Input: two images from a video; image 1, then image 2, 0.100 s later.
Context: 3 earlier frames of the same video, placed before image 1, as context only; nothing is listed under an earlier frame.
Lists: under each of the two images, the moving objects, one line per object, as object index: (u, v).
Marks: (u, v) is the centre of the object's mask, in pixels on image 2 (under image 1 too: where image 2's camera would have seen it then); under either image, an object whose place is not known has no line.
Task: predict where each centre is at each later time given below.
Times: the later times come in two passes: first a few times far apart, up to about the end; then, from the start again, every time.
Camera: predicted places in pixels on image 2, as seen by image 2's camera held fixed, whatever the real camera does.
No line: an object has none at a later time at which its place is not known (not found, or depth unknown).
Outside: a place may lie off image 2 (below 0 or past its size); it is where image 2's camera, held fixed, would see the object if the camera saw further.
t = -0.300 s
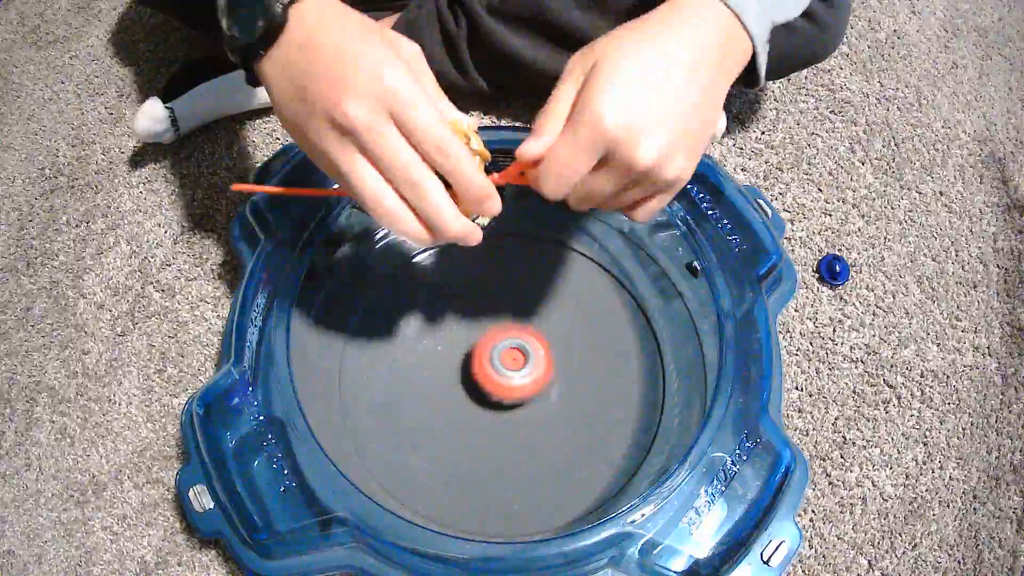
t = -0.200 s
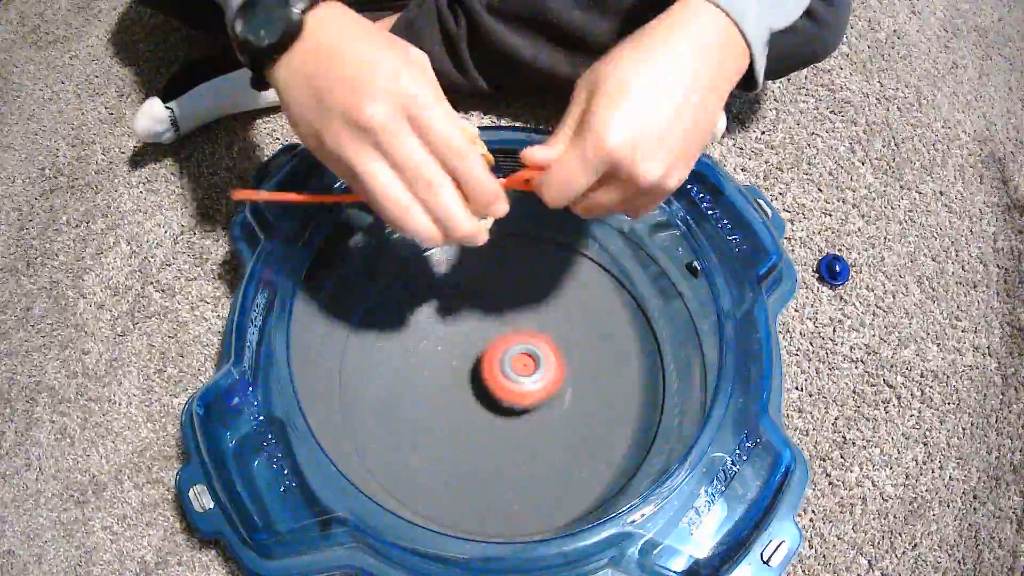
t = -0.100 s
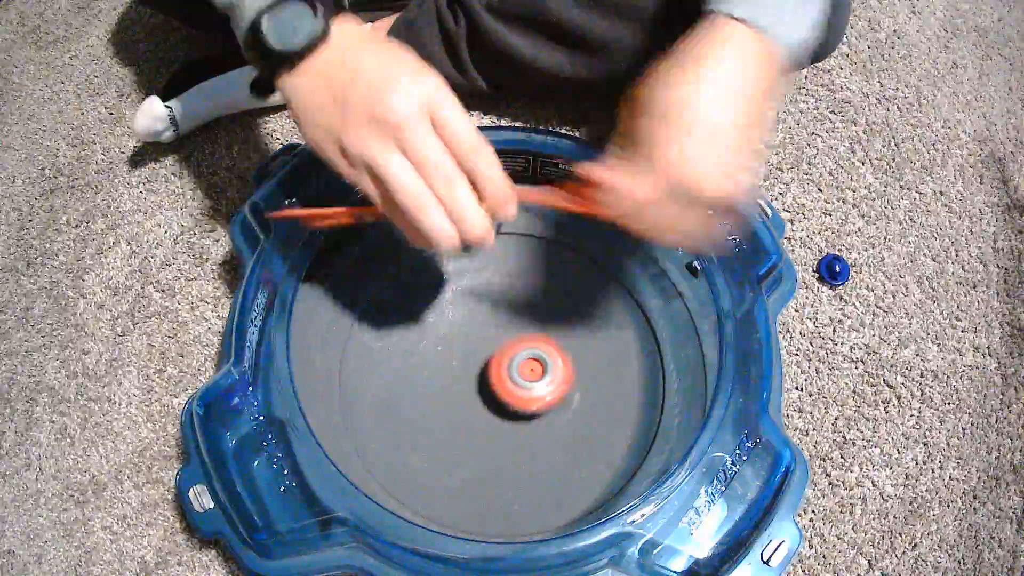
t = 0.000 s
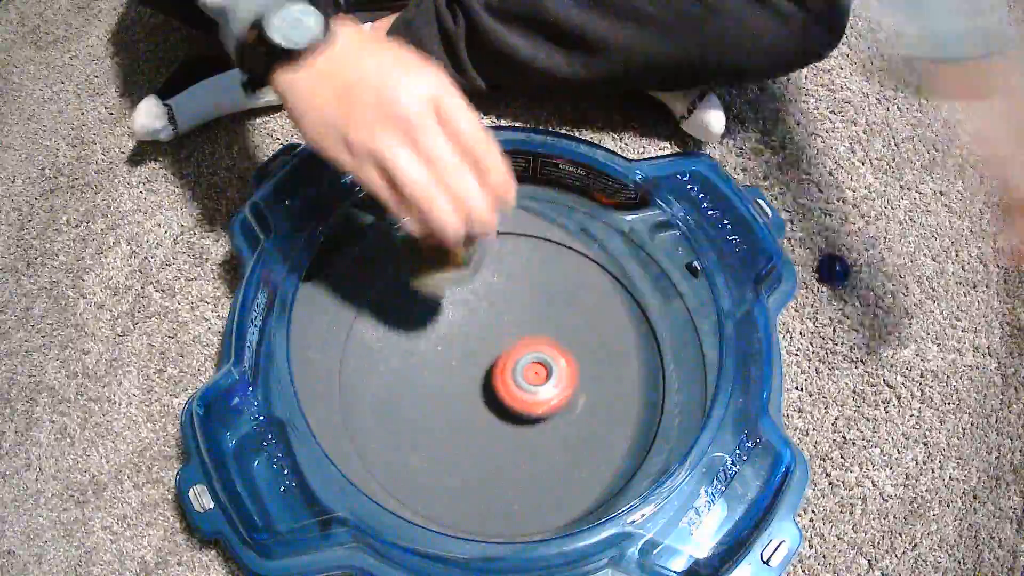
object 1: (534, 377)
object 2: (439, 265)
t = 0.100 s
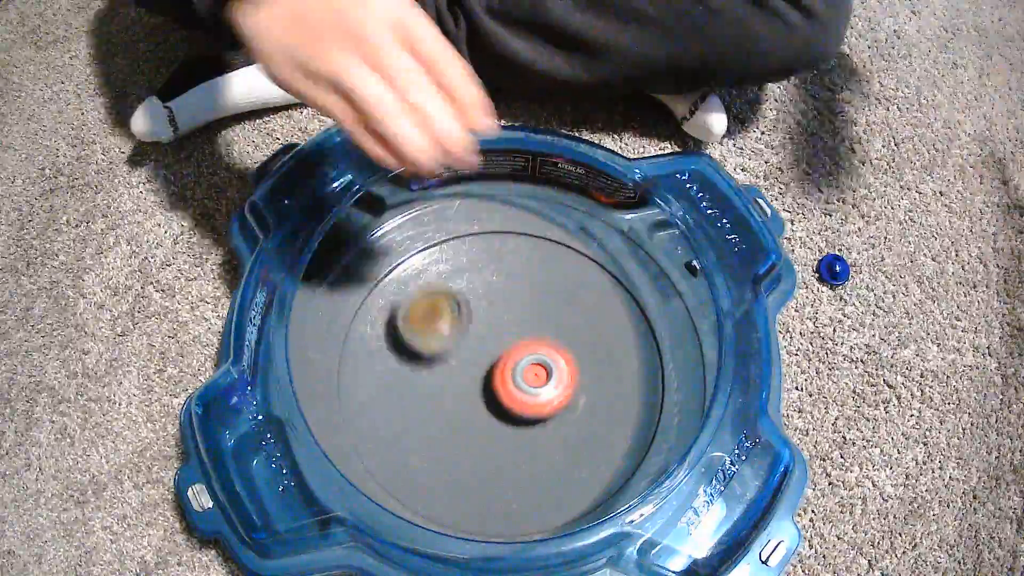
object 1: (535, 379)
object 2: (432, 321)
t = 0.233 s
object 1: (579, 377)
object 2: (426, 369)
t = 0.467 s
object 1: (683, 366)
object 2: (398, 366)
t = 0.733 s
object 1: (648, 371)
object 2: (545, 293)
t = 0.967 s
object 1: (497, 460)
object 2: (634, 343)
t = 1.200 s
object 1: (393, 418)
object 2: (483, 501)
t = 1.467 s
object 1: (459, 331)
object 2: (358, 304)
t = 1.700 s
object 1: (555, 325)
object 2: (614, 272)
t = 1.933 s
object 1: (551, 377)
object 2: (502, 513)
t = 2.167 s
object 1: (501, 387)
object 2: (358, 308)
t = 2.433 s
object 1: (487, 367)
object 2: (641, 314)
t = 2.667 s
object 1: (500, 369)
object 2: (456, 508)
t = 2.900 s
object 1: (498, 367)
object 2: (373, 287)
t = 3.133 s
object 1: (498, 367)
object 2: (630, 292)
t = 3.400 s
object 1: (499, 367)
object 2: (471, 511)
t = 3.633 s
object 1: (499, 368)
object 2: (347, 333)
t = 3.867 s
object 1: (499, 368)
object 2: (555, 237)
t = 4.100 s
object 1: (499, 368)
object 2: (633, 447)
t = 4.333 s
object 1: (499, 368)
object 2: (403, 484)
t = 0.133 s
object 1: (534, 379)
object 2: (437, 336)
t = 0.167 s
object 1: (533, 380)
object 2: (443, 353)
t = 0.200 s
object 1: (543, 379)
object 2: (445, 363)
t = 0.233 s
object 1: (579, 377)
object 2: (426, 369)
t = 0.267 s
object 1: (612, 377)
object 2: (411, 375)
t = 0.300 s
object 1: (639, 372)
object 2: (400, 378)
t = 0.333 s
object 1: (658, 369)
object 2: (392, 378)
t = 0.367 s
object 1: (670, 369)
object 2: (388, 378)
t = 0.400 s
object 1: (678, 366)
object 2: (387, 375)
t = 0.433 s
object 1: (681, 366)
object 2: (391, 371)
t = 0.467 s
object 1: (683, 366)
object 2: (398, 366)
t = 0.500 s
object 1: (684, 366)
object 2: (408, 357)
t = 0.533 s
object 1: (684, 366)
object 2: (420, 348)
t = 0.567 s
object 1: (683, 367)
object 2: (432, 337)
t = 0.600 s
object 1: (681, 367)
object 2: (449, 326)
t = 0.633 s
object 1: (678, 367)
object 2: (471, 312)
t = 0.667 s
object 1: (672, 367)
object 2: (492, 303)
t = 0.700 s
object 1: (662, 369)
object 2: (517, 296)
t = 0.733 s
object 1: (648, 371)
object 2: (545, 293)
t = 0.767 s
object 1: (629, 375)
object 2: (570, 295)
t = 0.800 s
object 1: (613, 381)
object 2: (597, 302)
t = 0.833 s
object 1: (598, 394)
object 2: (611, 307)
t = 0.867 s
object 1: (573, 420)
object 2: (620, 309)
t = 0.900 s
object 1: (550, 436)
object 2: (628, 316)
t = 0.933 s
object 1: (525, 451)
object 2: (633, 327)
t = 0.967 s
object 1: (497, 460)
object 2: (634, 343)
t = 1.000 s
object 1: (477, 463)
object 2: (631, 364)
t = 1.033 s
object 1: (454, 461)
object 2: (625, 388)
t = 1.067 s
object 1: (431, 457)
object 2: (612, 416)
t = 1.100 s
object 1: (417, 451)
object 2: (591, 444)
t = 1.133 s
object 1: (407, 441)
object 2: (561, 472)
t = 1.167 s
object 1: (399, 429)
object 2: (522, 492)
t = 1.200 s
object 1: (393, 418)
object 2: (483, 501)
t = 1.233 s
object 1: (393, 408)
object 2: (442, 501)
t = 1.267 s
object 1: (392, 395)
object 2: (403, 493)
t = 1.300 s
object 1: (398, 384)
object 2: (383, 471)
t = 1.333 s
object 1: (404, 372)
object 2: (366, 445)
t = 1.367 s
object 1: (412, 361)
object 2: (352, 409)
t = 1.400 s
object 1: (425, 353)
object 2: (343, 373)
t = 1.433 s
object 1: (443, 341)
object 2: (344, 336)
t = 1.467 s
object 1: (459, 331)
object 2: (358, 304)
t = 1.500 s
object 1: (475, 321)
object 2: (383, 282)
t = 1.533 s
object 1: (493, 316)
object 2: (417, 257)
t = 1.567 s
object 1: (509, 313)
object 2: (453, 232)
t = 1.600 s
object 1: (524, 312)
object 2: (493, 227)
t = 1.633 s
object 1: (537, 314)
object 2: (535, 232)
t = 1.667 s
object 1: (547, 320)
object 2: (577, 247)
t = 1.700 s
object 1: (555, 325)
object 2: (614, 272)
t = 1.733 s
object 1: (561, 330)
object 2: (636, 309)
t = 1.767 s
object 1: (563, 337)
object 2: (654, 350)
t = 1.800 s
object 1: (563, 346)
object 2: (652, 400)
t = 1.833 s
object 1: (561, 354)
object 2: (631, 445)
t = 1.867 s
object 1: (559, 362)
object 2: (601, 479)
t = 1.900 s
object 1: (557, 370)
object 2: (557, 503)
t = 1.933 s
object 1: (551, 377)
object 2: (502, 513)
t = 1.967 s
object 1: (544, 384)
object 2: (458, 508)
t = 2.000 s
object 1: (537, 388)
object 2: (407, 491)
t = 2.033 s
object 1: (530, 390)
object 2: (375, 460)
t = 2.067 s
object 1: (524, 392)
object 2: (351, 426)
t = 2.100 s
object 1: (516, 391)
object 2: (339, 384)
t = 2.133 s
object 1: (508, 389)
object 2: (345, 344)
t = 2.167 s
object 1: (501, 387)
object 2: (358, 308)
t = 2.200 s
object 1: (494, 386)
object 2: (384, 277)
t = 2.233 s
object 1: (488, 384)
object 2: (423, 248)
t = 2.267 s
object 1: (484, 381)
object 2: (462, 231)
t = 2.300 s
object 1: (483, 378)
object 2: (504, 226)
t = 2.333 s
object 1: (484, 374)
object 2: (546, 233)
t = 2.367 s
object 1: (485, 371)
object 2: (583, 252)
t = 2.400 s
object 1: (486, 369)
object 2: (617, 279)
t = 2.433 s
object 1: (487, 367)
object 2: (641, 314)
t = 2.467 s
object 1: (487, 366)
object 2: (652, 361)
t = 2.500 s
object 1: (489, 366)
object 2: (650, 405)
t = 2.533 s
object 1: (490, 367)
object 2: (630, 447)
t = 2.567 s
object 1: (492, 367)
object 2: (598, 481)
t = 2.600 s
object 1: (495, 368)
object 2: (557, 503)
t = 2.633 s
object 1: (498, 369)
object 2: (506, 513)
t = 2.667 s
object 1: (500, 369)
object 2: (456, 508)
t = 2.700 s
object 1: (500, 369)
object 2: (412, 490)
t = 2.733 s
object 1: (499, 368)
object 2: (379, 464)
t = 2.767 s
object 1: (498, 367)
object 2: (354, 436)
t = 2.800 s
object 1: (498, 367)
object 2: (339, 393)
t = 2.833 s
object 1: (498, 367)
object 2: (341, 353)
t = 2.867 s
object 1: (498, 367)
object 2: (351, 318)
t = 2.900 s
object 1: (498, 367)
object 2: (373, 287)
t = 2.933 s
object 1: (498, 367)
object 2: (402, 260)
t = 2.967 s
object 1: (498, 367)
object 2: (439, 237)
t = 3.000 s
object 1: (498, 367)
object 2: (480, 226)
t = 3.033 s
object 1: (498, 367)
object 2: (522, 227)
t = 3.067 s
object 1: (498, 367)
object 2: (564, 240)
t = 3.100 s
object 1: (498, 367)
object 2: (600, 263)
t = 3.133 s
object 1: (498, 367)
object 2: (630, 292)
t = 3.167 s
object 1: (498, 367)
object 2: (645, 333)
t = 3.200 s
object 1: (498, 367)
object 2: (654, 374)
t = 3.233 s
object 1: (498, 367)
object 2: (644, 419)
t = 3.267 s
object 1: (498, 367)
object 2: (625, 456)
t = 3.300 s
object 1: (498, 367)
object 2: (594, 484)
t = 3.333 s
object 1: (498, 367)
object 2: (557, 504)
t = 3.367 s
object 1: (499, 367)
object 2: (512, 513)
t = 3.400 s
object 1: (499, 367)
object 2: (471, 511)
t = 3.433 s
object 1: (499, 367)
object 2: (429, 499)
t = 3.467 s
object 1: (499, 367)
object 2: (398, 482)
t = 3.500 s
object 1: (499, 367)
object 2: (371, 460)
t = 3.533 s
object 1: (499, 368)
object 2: (352, 431)
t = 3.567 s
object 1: (499, 367)
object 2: (341, 397)
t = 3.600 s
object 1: (499, 367)
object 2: (340, 362)
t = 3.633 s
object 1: (499, 368)
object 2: (347, 333)
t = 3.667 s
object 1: (498, 367)
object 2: (360, 302)
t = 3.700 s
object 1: (498, 368)
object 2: (383, 277)
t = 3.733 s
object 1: (498, 368)
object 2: (411, 253)
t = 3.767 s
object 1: (499, 368)
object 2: (449, 232)
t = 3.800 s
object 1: (499, 368)
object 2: (483, 225)
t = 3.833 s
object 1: (499, 367)
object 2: (518, 226)
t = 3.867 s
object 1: (499, 368)
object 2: (555, 237)
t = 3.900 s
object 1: (499, 368)
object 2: (585, 252)
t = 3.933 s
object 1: (499, 368)
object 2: (615, 275)
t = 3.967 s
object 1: (499, 368)
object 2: (636, 304)
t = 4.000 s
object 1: (499, 368)
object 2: (648, 338)
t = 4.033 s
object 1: (499, 367)
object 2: (655, 378)
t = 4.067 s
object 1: (499, 368)
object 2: (648, 413)
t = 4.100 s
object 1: (499, 368)
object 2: (633, 447)
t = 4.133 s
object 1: (499, 368)
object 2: (607, 474)
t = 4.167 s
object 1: (499, 368)
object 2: (575, 494)
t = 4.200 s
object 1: (499, 368)
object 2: (544, 509)
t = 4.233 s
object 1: (499, 368)
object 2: (504, 514)
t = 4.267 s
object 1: (499, 368)
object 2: (468, 510)
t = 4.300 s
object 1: (499, 368)
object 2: (433, 500)
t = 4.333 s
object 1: (499, 368)
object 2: (403, 484)
